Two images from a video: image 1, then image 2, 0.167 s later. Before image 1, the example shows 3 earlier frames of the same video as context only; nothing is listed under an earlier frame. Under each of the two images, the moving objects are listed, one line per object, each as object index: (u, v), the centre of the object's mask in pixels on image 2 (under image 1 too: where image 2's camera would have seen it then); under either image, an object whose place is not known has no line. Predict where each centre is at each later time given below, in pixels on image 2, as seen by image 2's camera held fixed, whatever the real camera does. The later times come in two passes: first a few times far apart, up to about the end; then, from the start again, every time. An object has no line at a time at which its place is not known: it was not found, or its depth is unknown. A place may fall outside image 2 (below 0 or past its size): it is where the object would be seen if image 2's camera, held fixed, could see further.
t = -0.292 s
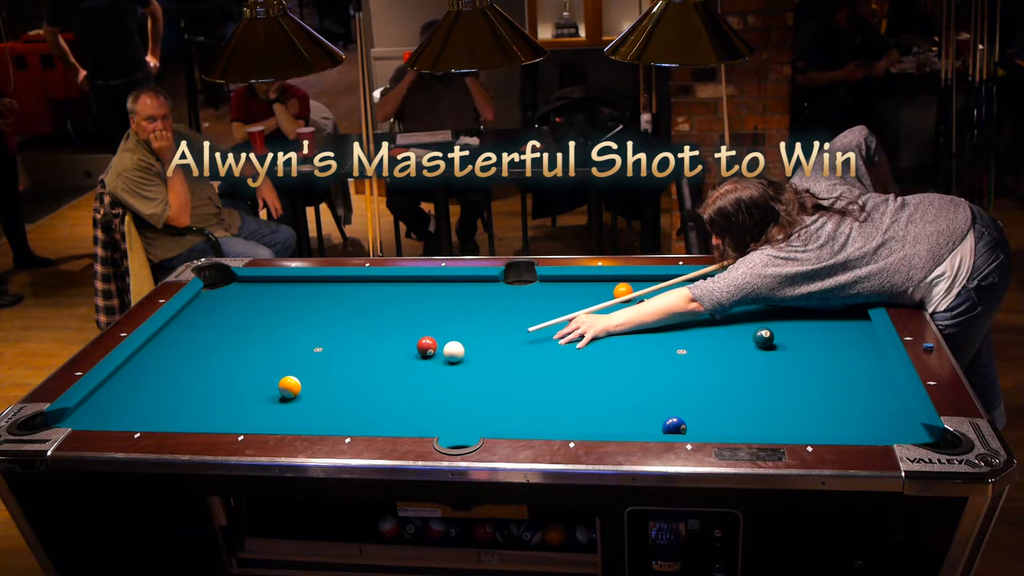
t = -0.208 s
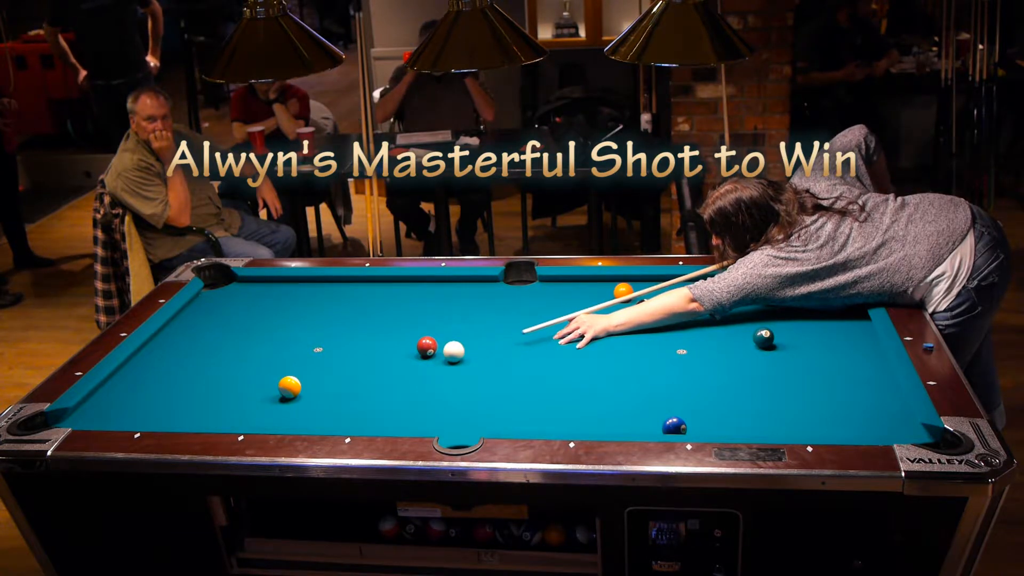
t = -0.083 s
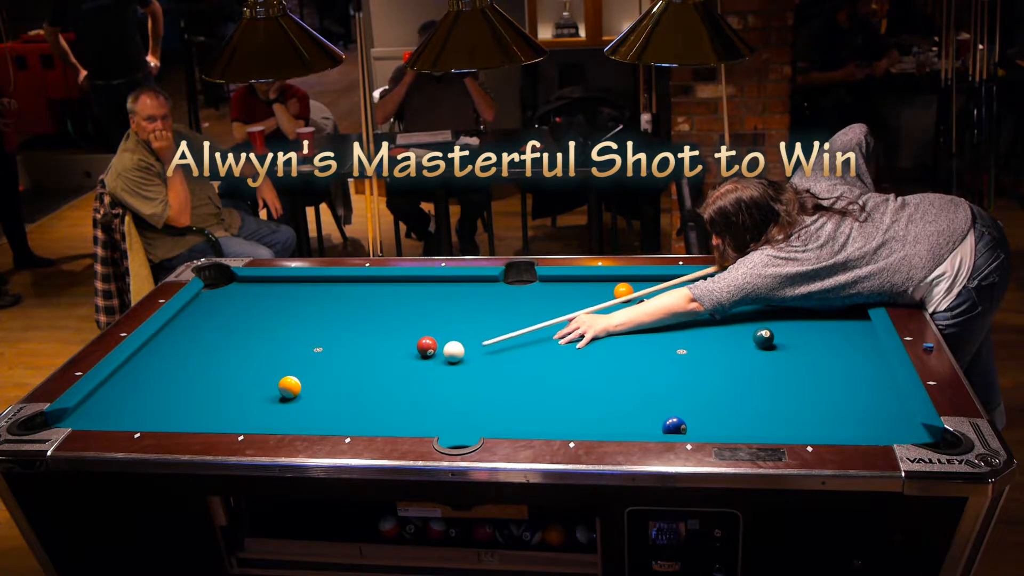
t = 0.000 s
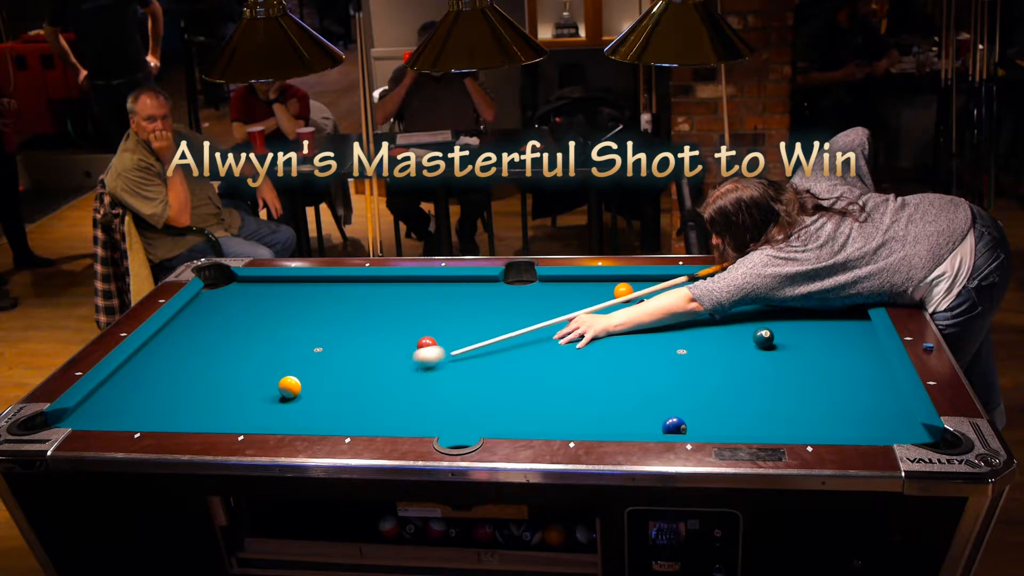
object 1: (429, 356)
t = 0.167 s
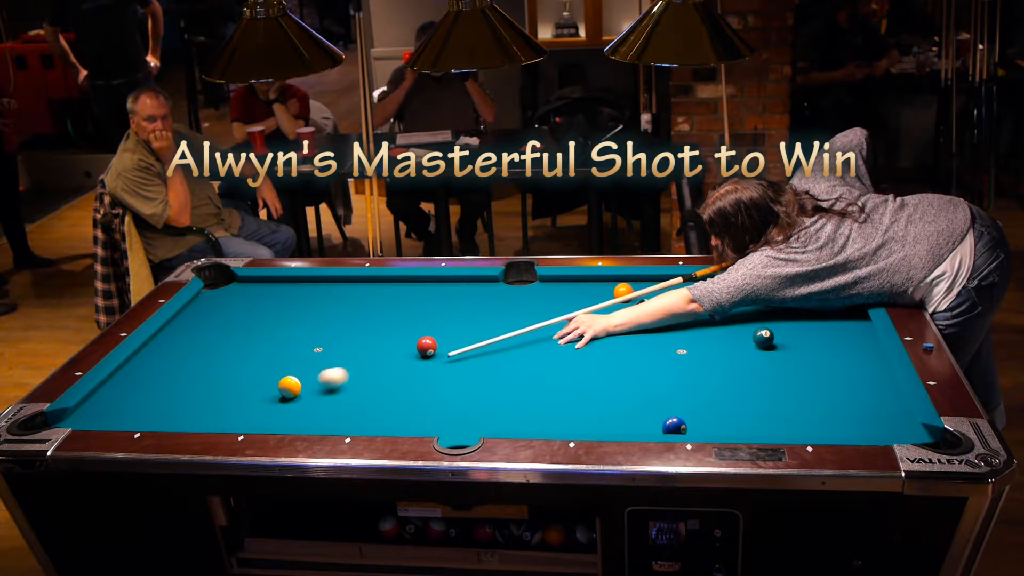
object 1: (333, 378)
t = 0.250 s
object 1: (311, 385)
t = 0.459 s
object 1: (301, 393)
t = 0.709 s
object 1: (288, 401)
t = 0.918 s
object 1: (278, 408)
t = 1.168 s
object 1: (269, 415)
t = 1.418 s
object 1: (260, 419)
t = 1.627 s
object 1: (255, 420)
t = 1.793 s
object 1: (255, 420)
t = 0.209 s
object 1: (314, 383)
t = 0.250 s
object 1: (311, 385)
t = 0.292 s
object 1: (310, 386)
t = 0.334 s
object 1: (308, 388)
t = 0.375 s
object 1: (305, 390)
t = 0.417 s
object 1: (303, 391)
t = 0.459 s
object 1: (301, 393)
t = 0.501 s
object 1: (299, 394)
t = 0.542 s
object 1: (296, 396)
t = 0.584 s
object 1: (294, 397)
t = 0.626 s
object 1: (292, 399)
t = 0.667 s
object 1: (290, 400)
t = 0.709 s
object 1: (288, 401)
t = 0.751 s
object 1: (286, 403)
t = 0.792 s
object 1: (284, 404)
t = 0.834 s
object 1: (282, 405)
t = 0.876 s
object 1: (280, 407)
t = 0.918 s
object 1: (278, 408)
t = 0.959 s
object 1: (276, 409)
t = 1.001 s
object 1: (275, 410)
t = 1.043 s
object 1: (273, 412)
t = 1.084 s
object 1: (272, 413)
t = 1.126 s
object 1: (270, 414)
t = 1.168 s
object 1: (269, 415)
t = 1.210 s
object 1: (267, 416)
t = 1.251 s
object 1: (265, 416)
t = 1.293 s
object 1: (264, 417)
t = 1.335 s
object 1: (263, 418)
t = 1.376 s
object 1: (261, 418)
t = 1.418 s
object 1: (260, 419)
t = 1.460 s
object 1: (259, 419)
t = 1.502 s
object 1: (257, 420)
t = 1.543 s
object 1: (256, 420)
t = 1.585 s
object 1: (255, 421)
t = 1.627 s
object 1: (255, 420)
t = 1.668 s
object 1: (255, 420)
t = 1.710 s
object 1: (255, 420)
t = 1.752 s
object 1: (255, 420)
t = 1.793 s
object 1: (255, 420)
